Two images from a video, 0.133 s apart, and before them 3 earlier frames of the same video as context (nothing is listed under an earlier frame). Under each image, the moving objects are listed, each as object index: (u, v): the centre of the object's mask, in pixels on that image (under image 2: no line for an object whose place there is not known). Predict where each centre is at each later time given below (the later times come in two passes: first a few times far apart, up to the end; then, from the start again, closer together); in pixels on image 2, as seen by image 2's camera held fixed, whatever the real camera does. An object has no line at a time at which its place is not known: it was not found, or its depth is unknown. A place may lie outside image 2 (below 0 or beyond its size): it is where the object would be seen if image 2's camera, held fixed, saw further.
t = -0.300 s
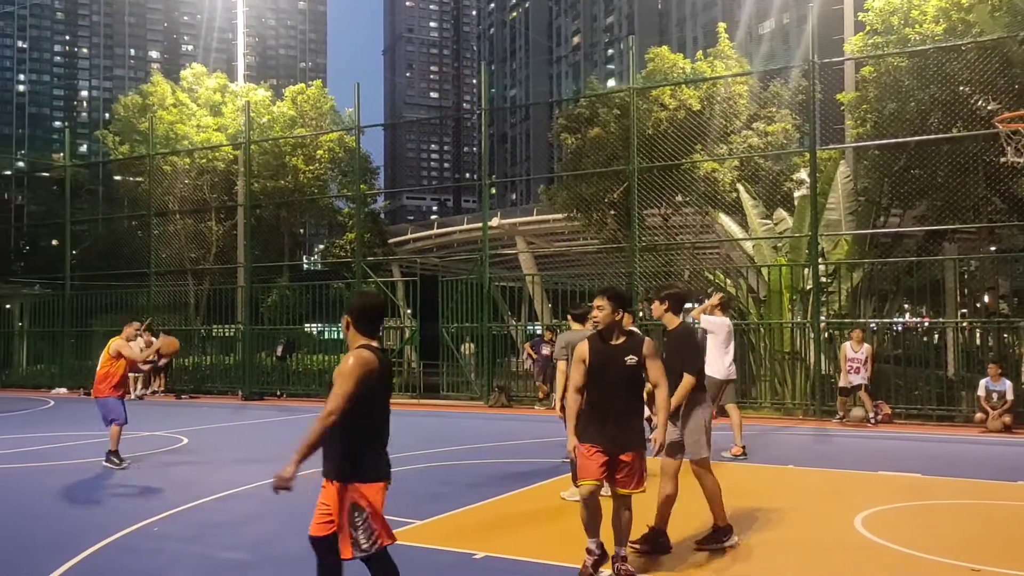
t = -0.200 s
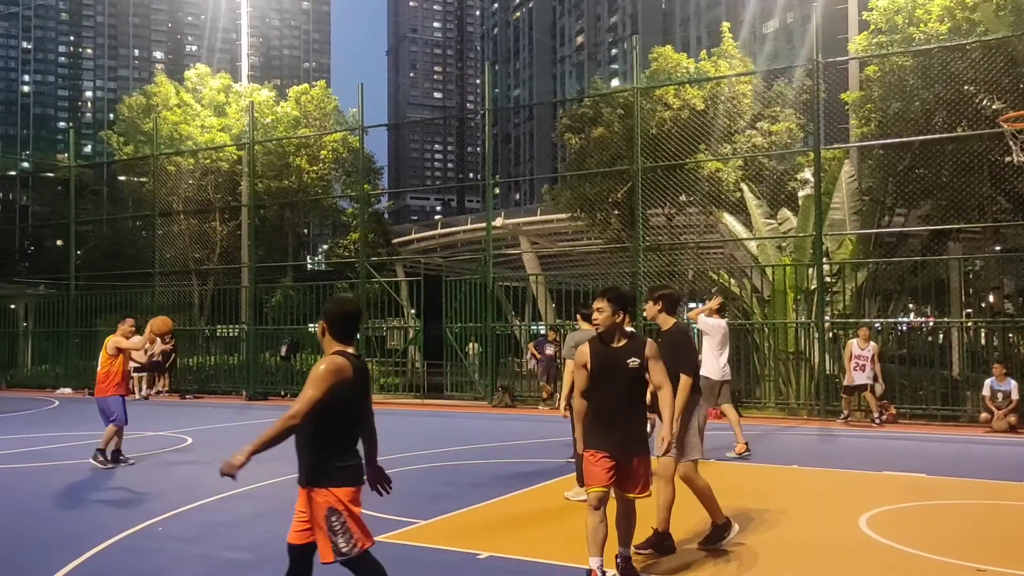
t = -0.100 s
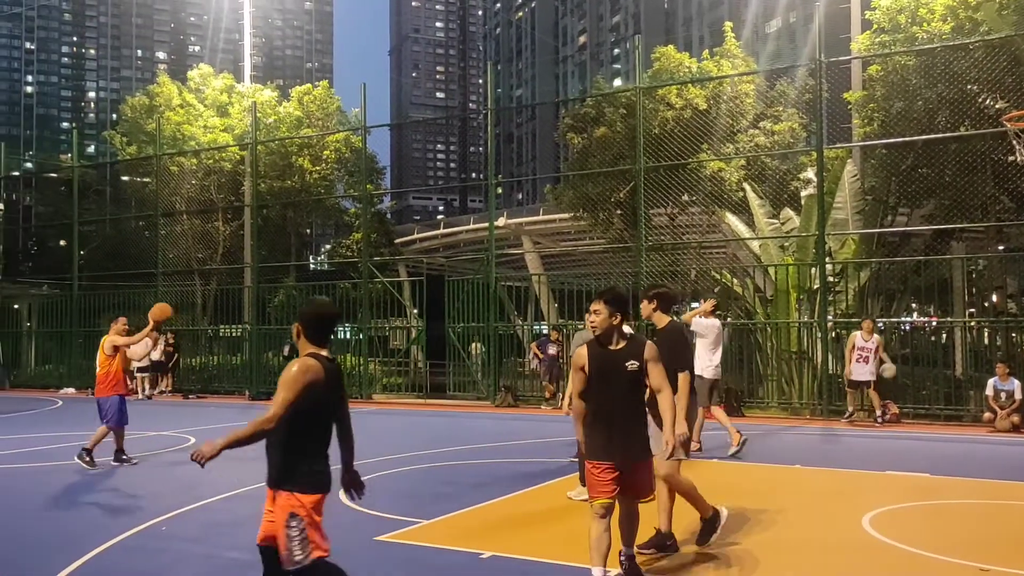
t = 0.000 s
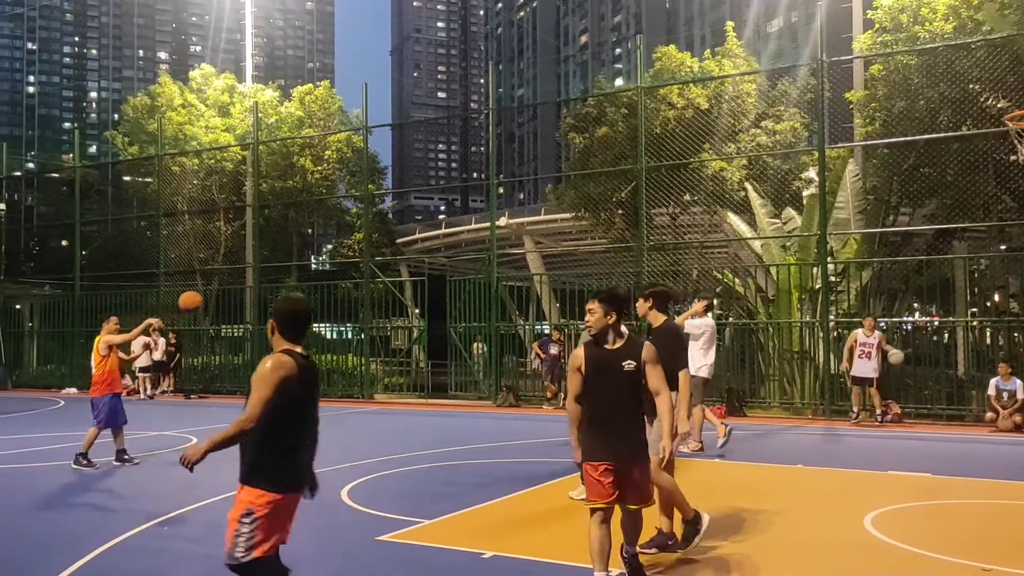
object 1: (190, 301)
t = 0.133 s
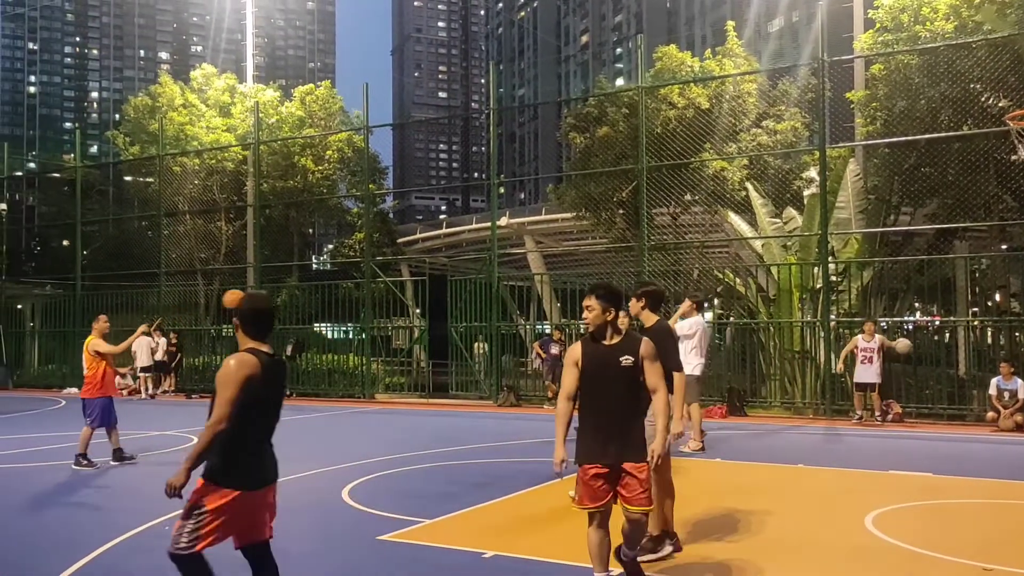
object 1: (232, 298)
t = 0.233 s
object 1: (267, 308)
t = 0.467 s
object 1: (349, 368)
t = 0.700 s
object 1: (432, 457)
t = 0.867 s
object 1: (457, 392)
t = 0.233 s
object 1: (267, 308)
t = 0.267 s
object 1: (279, 314)
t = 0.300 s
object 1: (290, 320)
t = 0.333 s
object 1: (301, 328)
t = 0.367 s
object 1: (313, 336)
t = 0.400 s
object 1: (325, 346)
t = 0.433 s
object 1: (338, 356)
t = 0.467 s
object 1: (349, 368)
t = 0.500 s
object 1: (362, 382)
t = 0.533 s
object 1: (374, 396)
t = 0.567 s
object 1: (388, 413)
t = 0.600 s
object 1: (401, 431)
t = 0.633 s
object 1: (414, 449)
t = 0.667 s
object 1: (426, 468)
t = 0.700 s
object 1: (432, 457)
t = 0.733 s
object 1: (438, 442)
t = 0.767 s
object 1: (443, 429)
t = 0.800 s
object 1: (448, 415)
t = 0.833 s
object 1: (454, 404)
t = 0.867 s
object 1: (457, 392)
